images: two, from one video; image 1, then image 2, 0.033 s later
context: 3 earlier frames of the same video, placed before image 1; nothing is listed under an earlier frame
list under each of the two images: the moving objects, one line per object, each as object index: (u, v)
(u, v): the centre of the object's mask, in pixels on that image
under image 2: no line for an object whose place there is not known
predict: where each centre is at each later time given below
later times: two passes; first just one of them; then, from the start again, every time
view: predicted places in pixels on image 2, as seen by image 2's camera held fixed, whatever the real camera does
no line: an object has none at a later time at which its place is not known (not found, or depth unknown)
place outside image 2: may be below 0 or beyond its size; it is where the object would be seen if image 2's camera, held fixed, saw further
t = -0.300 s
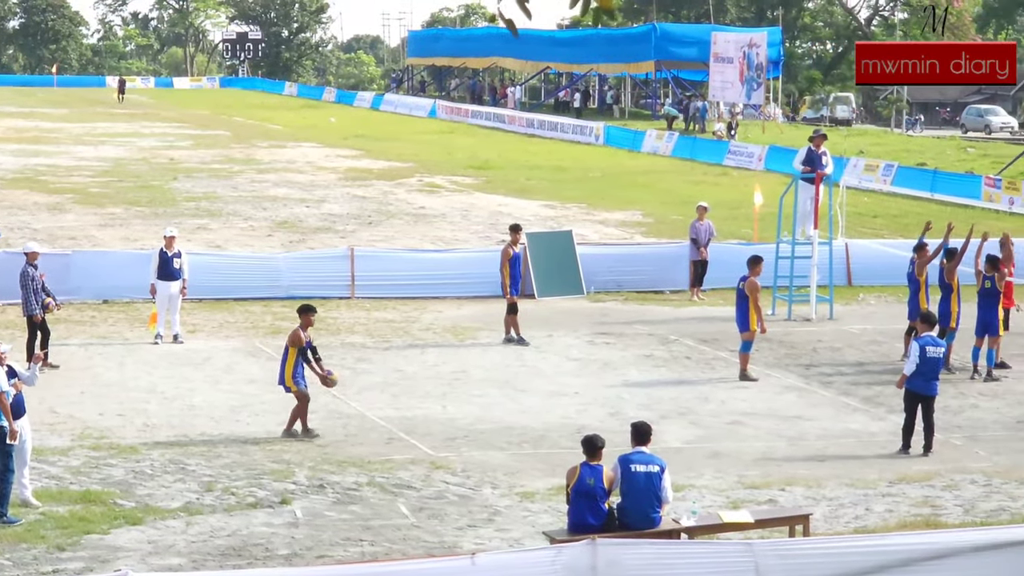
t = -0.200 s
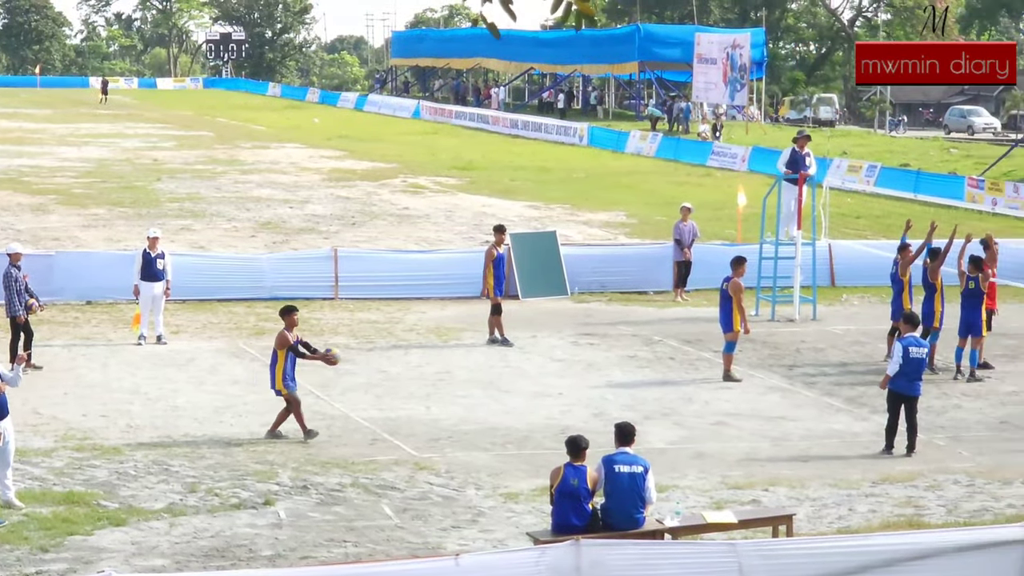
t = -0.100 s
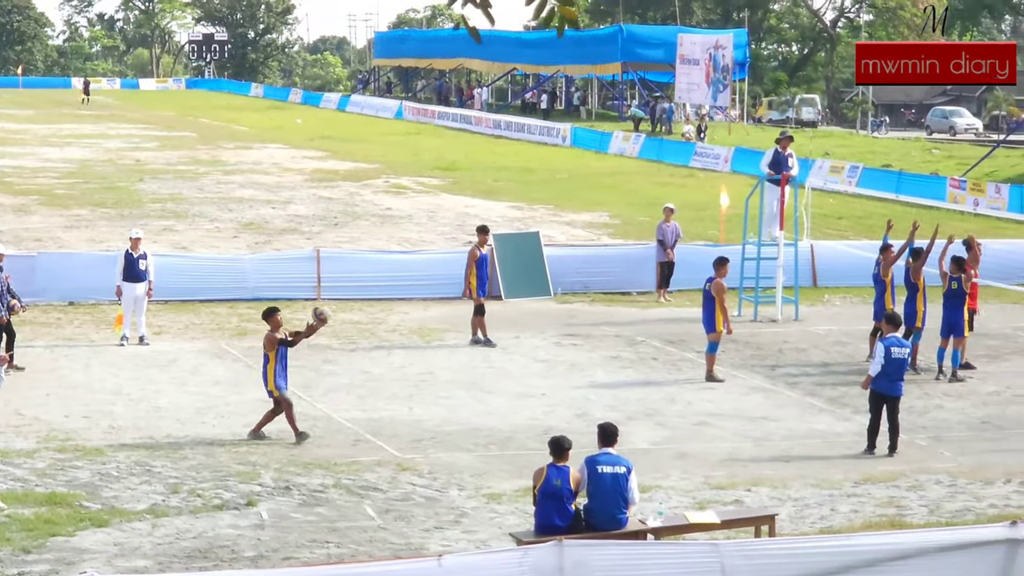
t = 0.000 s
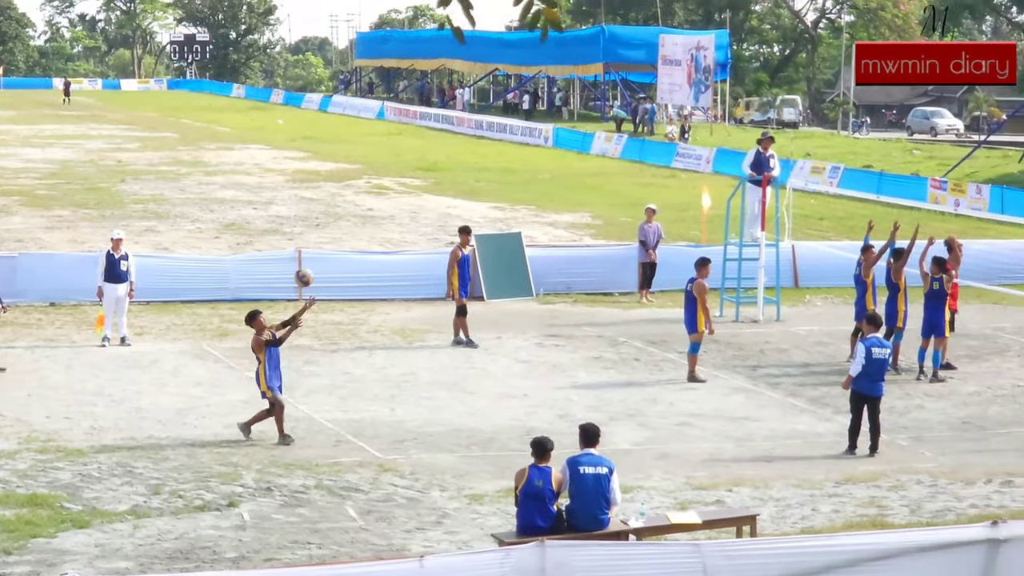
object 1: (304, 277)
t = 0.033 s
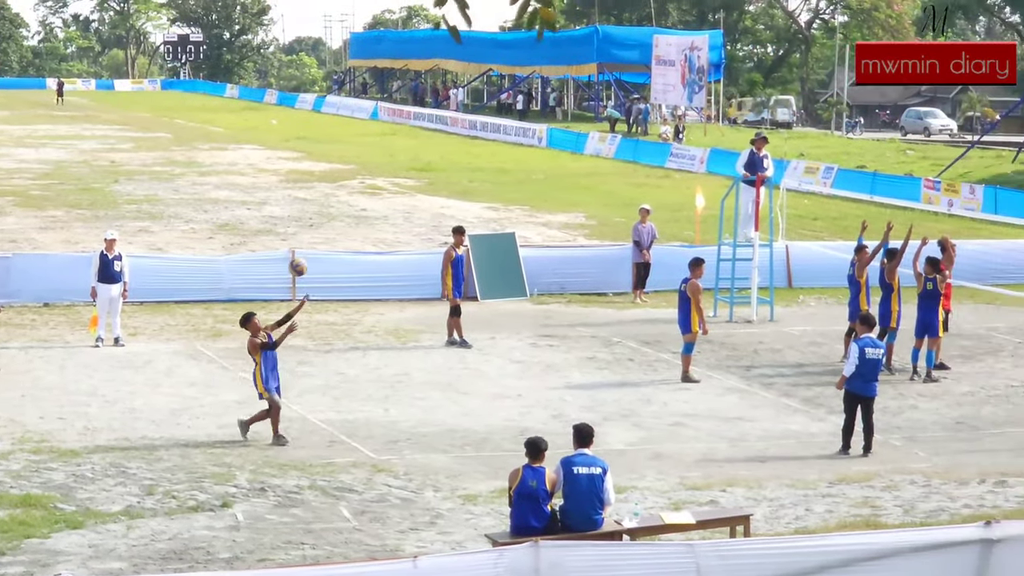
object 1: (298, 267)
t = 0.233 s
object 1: (299, 224)
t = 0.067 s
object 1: (297, 257)
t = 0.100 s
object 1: (297, 249)
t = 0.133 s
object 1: (298, 241)
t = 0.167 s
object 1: (298, 234)
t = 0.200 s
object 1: (298, 229)
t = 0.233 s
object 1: (299, 224)
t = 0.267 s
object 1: (299, 221)
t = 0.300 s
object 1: (299, 218)
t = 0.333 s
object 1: (300, 217)
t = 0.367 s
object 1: (300, 216)
